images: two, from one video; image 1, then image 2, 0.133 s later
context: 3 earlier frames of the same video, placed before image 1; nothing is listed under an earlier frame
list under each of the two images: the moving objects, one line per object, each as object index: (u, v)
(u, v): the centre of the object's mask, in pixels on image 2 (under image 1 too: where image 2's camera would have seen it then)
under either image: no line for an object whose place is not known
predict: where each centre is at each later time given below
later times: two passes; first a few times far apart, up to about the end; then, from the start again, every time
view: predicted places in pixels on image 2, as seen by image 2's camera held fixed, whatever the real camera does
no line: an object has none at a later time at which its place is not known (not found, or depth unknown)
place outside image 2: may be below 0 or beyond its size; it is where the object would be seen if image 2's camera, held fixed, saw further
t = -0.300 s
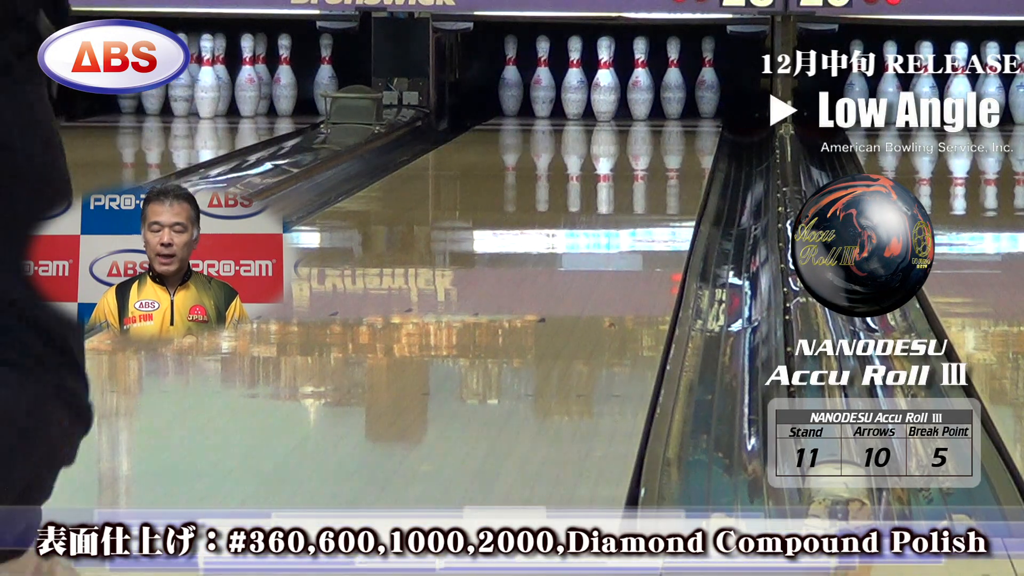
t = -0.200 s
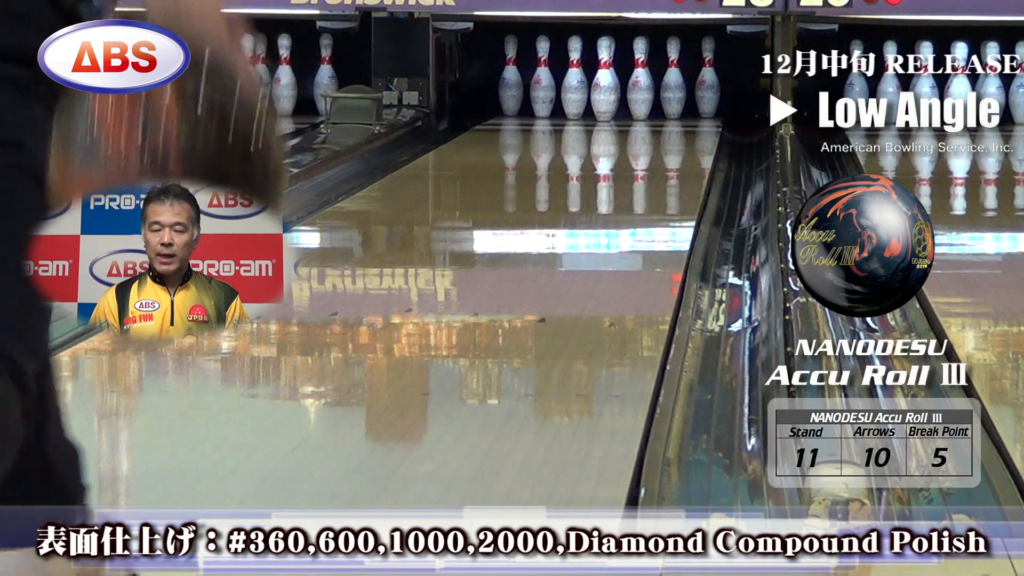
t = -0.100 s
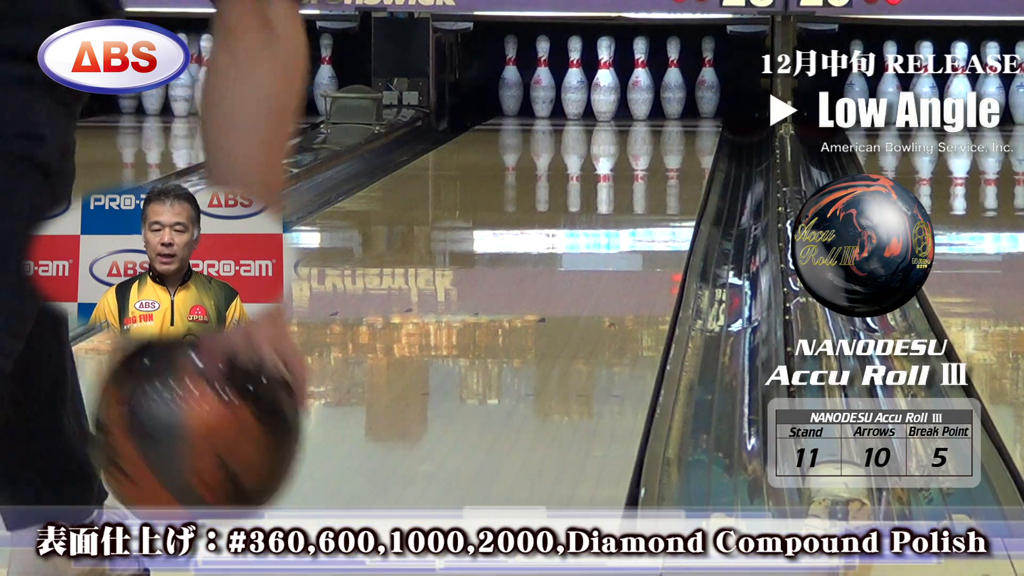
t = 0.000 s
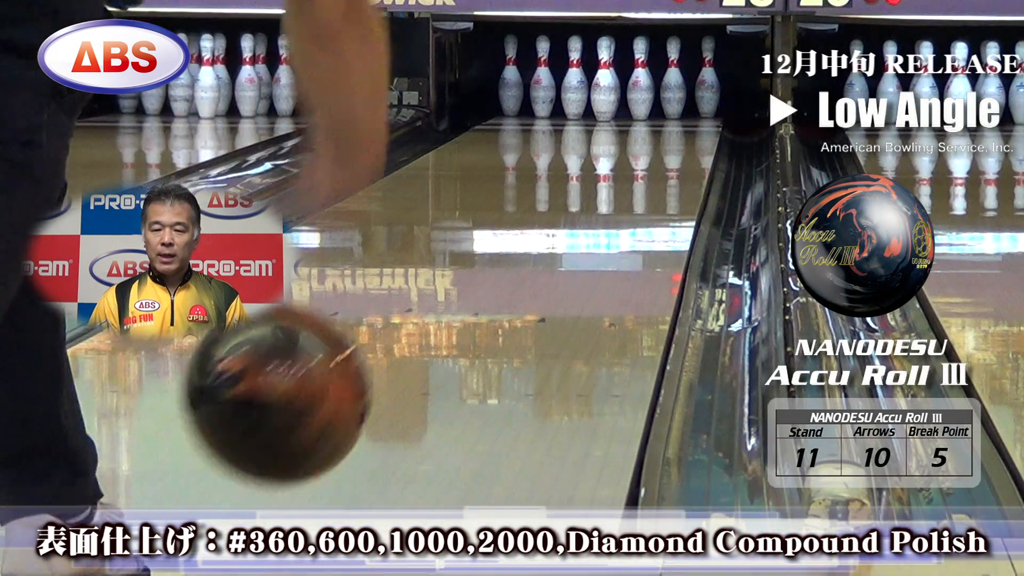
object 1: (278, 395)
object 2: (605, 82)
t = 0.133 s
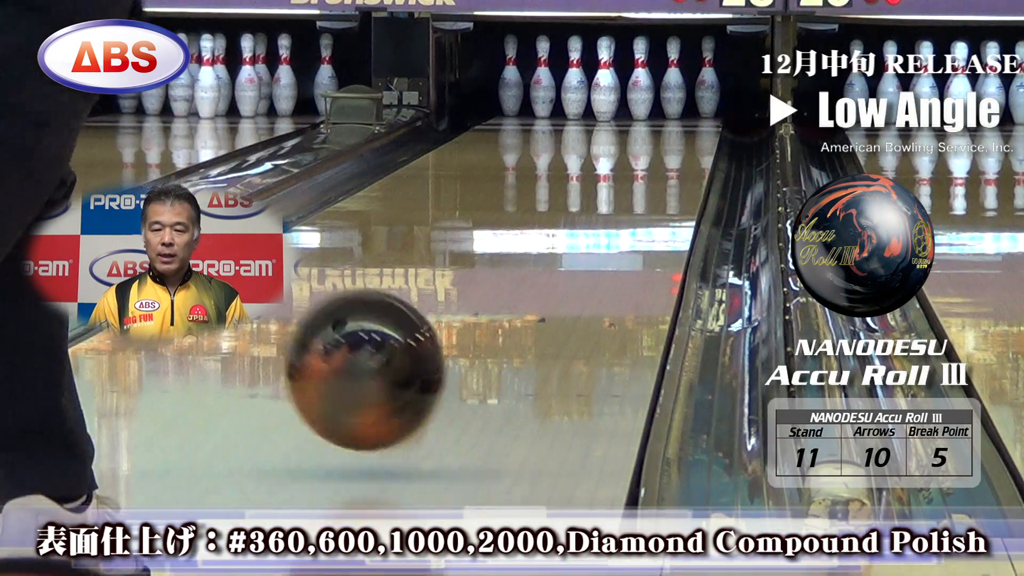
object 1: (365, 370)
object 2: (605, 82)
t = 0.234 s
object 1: (417, 357)
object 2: (605, 82)
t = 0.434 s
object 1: (493, 296)
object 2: (605, 82)
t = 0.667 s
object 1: (554, 248)
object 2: (605, 82)
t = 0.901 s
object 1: (597, 211)
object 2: (605, 82)
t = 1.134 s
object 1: (628, 183)
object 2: (605, 82)
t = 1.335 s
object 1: (646, 165)
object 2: (605, 82)
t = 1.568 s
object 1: (659, 147)
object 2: (605, 82)
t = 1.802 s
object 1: (666, 131)
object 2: (605, 83)
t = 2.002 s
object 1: (664, 121)
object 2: (605, 82)
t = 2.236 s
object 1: (652, 110)
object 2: (605, 82)
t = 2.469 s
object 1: (631, 101)
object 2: (603, 78)
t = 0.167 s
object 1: (384, 382)
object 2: (605, 82)
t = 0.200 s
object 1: (401, 367)
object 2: (605, 82)
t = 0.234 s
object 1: (417, 357)
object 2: (605, 82)
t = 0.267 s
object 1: (431, 345)
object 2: (605, 82)
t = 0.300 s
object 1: (446, 333)
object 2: (605, 82)
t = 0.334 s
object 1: (459, 324)
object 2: (605, 82)
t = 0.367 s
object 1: (471, 314)
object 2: (605, 82)
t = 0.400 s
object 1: (482, 304)
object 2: (605, 82)
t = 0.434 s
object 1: (493, 296)
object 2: (605, 82)
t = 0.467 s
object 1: (503, 288)
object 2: (605, 82)
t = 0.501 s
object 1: (513, 281)
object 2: (605, 82)
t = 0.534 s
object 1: (522, 274)
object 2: (605, 82)
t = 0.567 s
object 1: (531, 267)
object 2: (605, 82)
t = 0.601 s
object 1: (539, 260)
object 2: (605, 82)
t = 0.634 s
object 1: (546, 254)
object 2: (605, 82)
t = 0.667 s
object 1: (554, 248)
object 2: (605, 82)
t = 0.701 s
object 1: (561, 242)
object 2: (605, 82)
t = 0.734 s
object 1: (568, 236)
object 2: (605, 82)
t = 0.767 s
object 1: (574, 231)
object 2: (605, 82)
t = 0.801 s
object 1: (580, 226)
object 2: (605, 82)
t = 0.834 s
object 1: (586, 221)
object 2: (605, 82)
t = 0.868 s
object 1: (591, 216)
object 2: (605, 82)
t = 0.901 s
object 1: (597, 211)
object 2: (605, 82)
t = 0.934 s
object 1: (602, 207)
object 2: (605, 82)
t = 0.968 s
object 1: (607, 203)
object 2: (605, 82)
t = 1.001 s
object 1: (611, 198)
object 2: (605, 82)
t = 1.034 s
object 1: (615, 194)
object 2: (605, 82)
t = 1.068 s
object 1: (619, 190)
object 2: (605, 82)
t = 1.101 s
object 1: (624, 186)
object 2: (605, 82)
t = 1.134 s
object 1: (628, 183)
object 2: (605, 82)
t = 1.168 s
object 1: (631, 179)
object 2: (605, 82)
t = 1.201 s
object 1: (634, 176)
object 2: (605, 82)
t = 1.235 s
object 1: (637, 173)
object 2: (605, 82)
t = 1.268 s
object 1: (640, 170)
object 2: (605, 82)
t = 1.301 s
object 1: (643, 167)
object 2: (605, 82)
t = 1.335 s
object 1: (646, 165)
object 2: (605, 82)
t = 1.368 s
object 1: (648, 162)
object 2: (605, 82)
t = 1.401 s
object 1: (650, 160)
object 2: (605, 82)
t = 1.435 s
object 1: (652, 157)
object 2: (605, 82)
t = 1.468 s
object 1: (655, 154)
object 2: (605, 82)
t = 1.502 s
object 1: (656, 151)
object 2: (605, 82)
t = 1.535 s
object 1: (658, 148)
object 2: (605, 82)
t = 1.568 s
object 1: (659, 147)
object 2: (605, 82)
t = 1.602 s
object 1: (660, 144)
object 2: (605, 82)
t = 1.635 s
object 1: (661, 142)
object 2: (605, 82)
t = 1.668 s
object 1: (663, 140)
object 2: (605, 82)
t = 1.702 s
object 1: (664, 137)
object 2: (605, 82)
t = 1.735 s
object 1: (665, 136)
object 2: (605, 82)
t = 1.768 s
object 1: (665, 133)
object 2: (605, 82)
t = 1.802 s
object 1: (666, 131)
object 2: (605, 83)
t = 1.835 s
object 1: (666, 130)
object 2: (605, 82)
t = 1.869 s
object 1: (666, 127)
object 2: (605, 82)
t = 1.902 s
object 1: (666, 126)
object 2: (605, 82)
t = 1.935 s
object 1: (665, 124)
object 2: (605, 82)
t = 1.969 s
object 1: (665, 122)
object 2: (605, 82)
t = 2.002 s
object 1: (664, 121)
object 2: (605, 82)
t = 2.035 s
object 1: (663, 119)
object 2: (605, 82)
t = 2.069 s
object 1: (662, 117)
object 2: (605, 82)
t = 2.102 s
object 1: (660, 116)
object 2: (605, 82)
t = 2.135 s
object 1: (659, 115)
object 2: (605, 82)
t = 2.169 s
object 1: (656, 113)
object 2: (605, 82)
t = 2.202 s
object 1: (654, 112)
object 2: (605, 82)
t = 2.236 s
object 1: (652, 110)
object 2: (605, 82)
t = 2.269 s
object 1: (650, 110)
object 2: (605, 82)
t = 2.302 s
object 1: (647, 108)
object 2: (605, 82)
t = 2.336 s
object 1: (644, 106)
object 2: (605, 82)
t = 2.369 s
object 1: (641, 105)
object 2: (605, 81)
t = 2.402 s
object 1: (638, 104)
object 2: (604, 80)
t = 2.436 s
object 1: (634, 102)
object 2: (603, 80)
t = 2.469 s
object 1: (631, 101)
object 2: (603, 78)
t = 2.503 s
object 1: (628, 100)
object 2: (602, 77)
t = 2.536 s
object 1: (624, 99)
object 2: (602, 73)
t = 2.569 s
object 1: (624, 98)
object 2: (593, 71)
